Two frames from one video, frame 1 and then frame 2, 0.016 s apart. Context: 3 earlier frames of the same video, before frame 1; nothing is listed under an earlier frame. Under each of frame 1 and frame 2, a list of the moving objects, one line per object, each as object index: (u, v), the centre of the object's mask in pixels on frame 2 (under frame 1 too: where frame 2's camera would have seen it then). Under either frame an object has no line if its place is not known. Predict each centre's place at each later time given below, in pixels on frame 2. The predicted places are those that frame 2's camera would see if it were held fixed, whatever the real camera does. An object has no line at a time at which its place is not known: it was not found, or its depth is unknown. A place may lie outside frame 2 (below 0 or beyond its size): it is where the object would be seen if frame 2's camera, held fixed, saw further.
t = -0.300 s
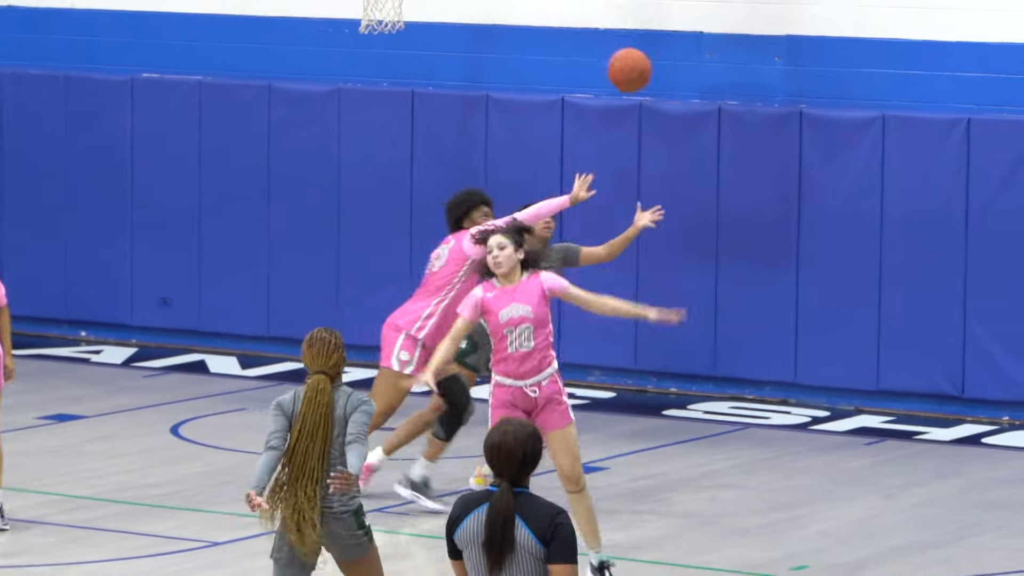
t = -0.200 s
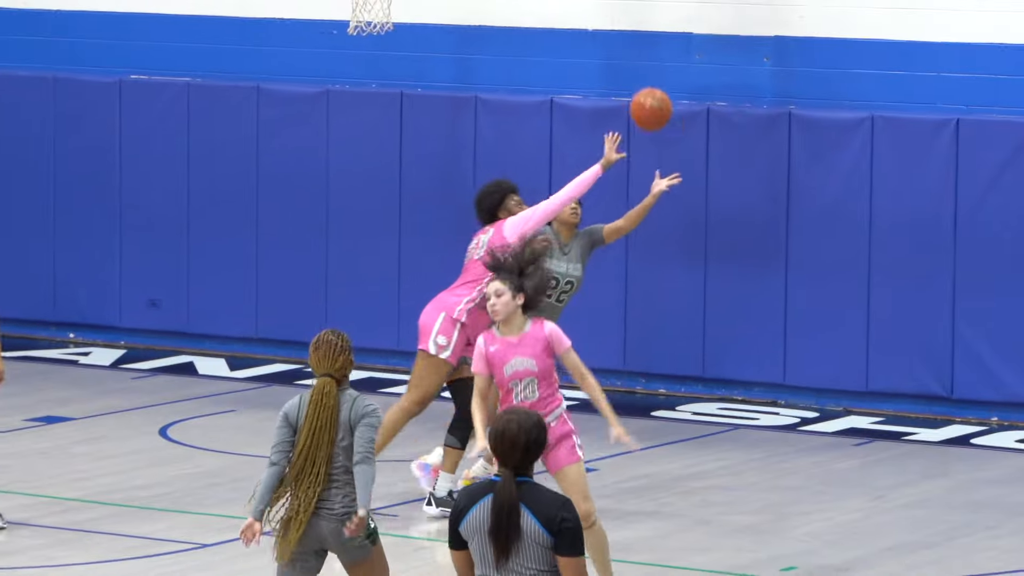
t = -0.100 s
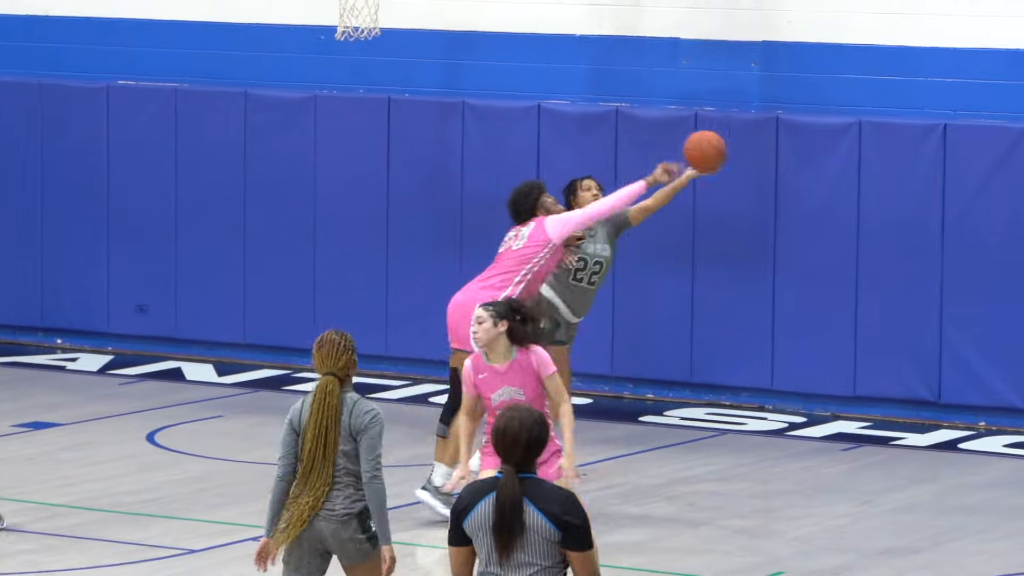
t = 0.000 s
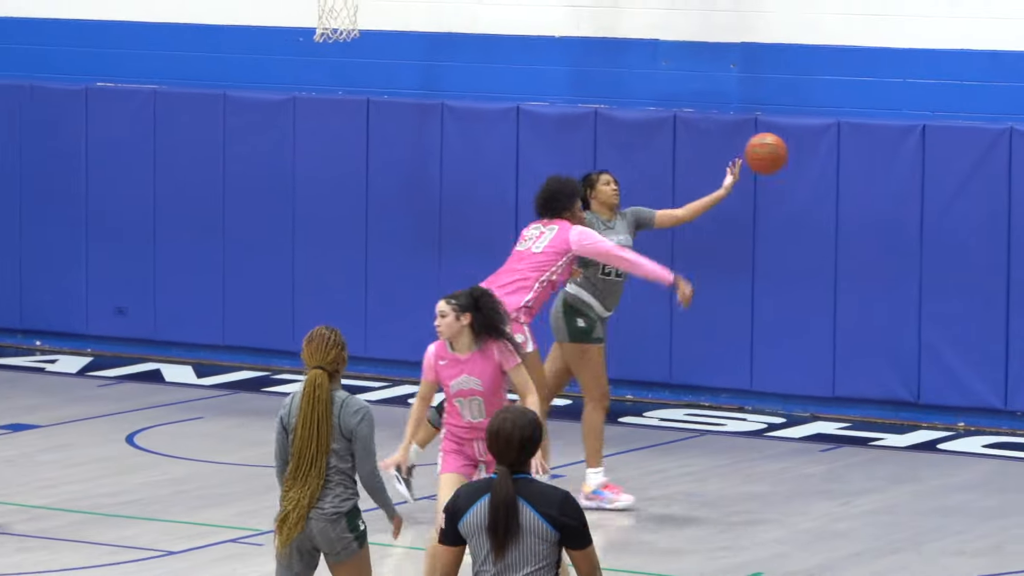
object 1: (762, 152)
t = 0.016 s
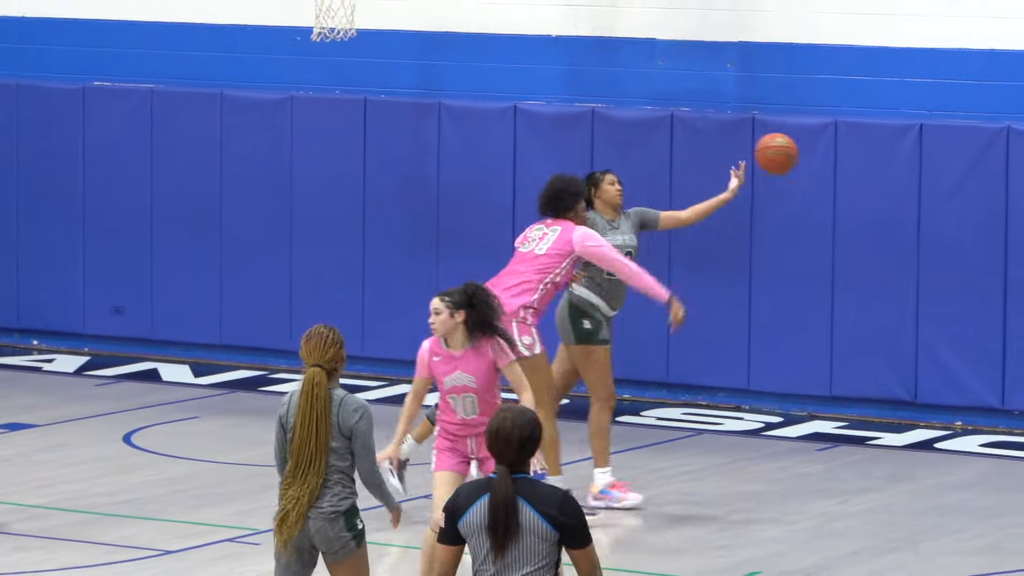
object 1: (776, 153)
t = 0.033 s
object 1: (790, 155)
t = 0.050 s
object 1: (804, 157)
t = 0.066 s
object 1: (817, 160)
